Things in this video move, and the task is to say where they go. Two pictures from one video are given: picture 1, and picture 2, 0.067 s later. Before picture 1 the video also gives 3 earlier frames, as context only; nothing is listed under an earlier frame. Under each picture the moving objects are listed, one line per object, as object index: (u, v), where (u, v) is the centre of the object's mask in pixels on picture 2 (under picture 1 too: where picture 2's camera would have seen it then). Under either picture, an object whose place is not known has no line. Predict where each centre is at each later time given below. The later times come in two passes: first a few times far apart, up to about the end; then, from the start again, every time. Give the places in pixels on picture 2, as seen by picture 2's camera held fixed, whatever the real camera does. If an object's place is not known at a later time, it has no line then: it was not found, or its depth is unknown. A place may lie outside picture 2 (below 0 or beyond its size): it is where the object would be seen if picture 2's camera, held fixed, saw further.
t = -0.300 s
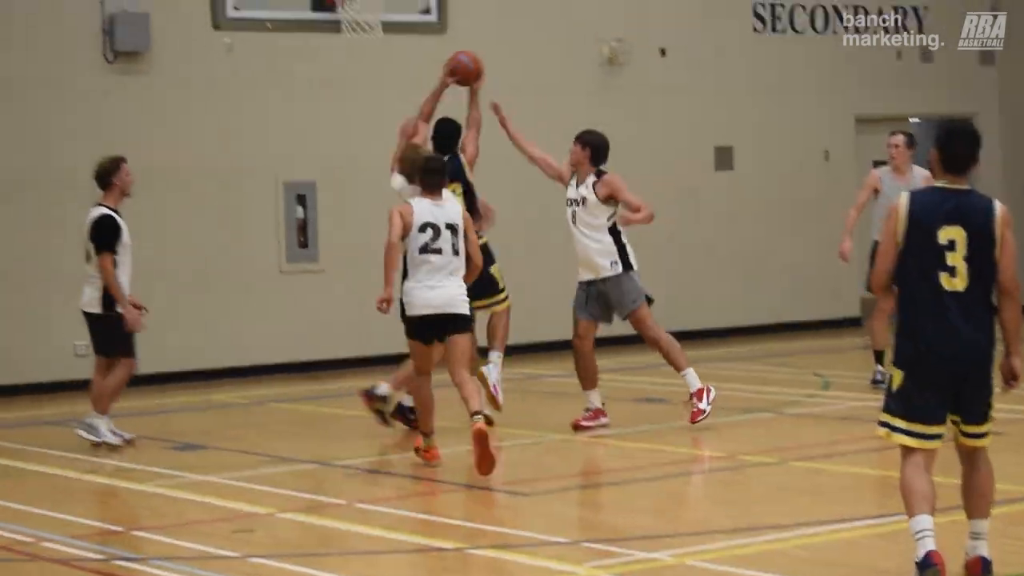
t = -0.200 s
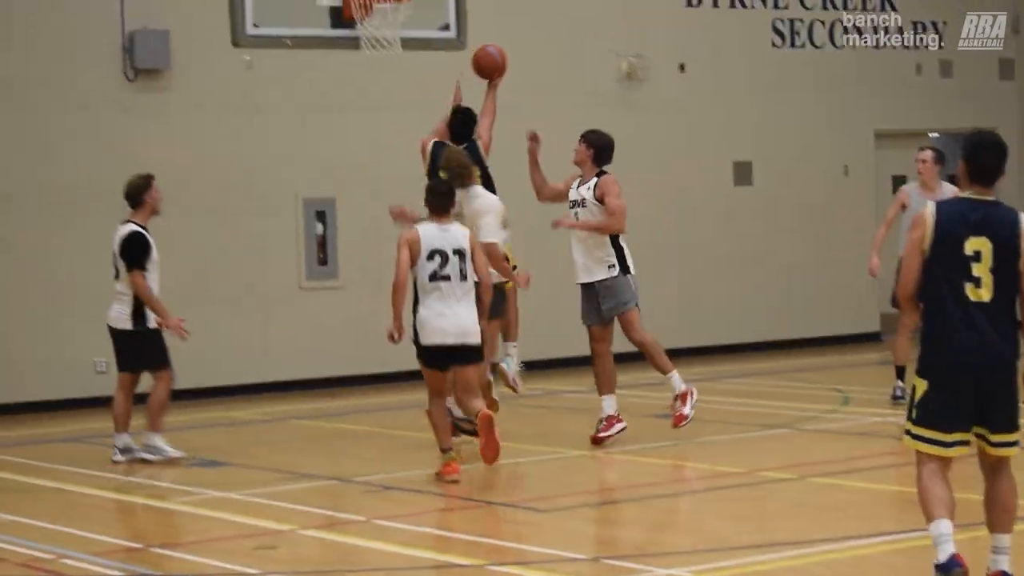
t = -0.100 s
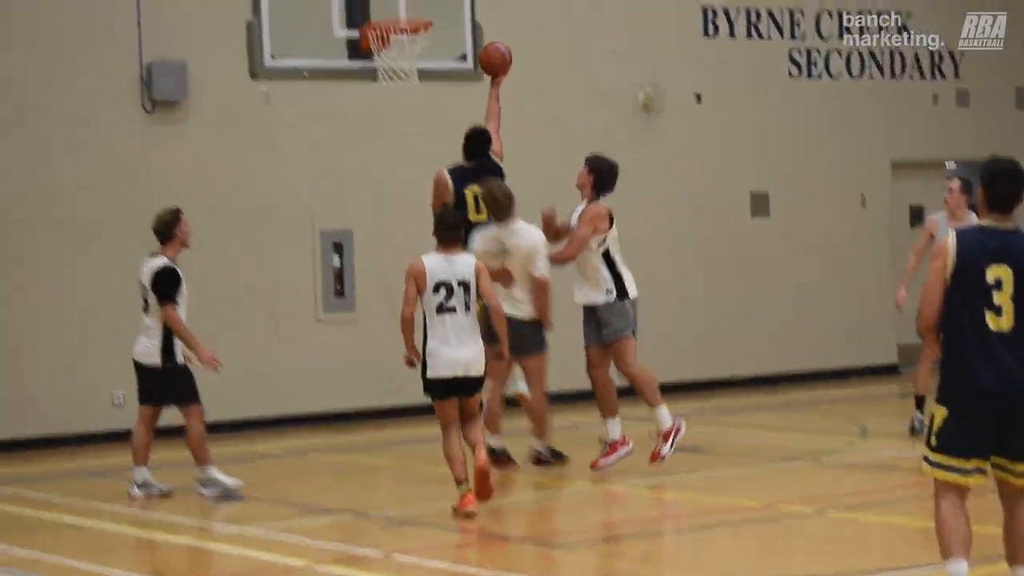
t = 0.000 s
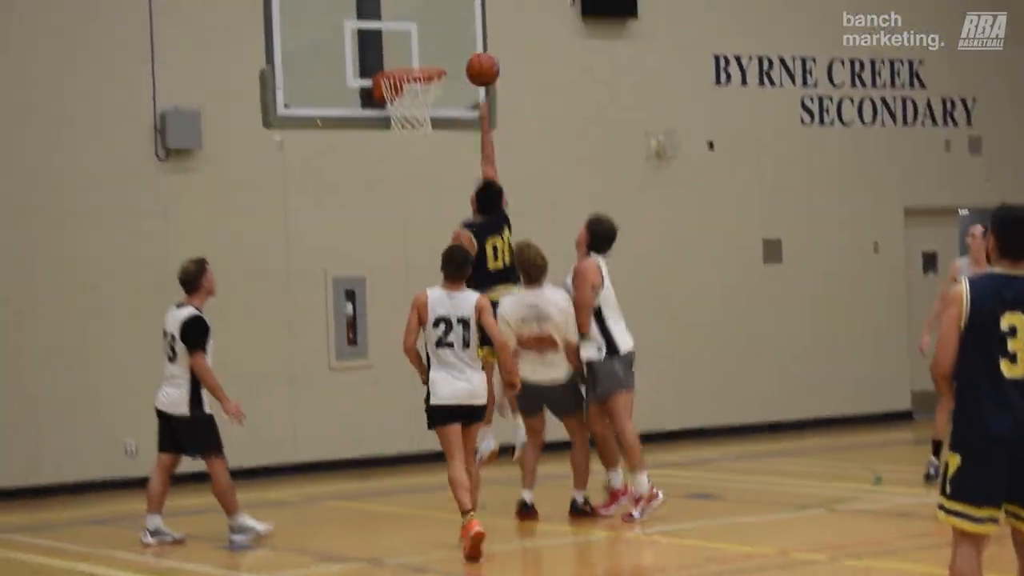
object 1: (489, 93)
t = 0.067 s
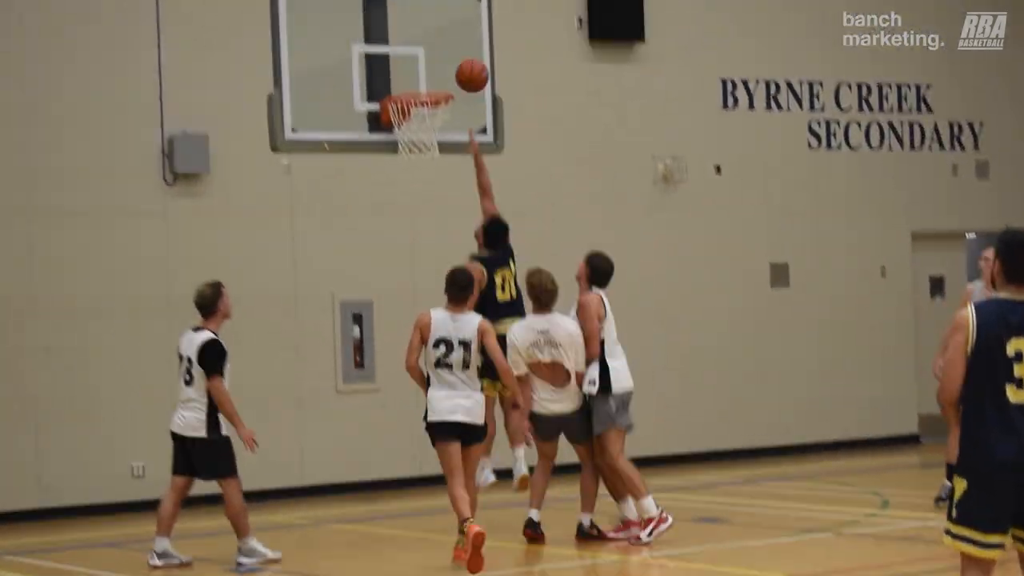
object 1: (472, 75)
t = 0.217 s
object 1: (434, 59)
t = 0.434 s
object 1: (439, 75)
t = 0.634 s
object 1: (417, 95)
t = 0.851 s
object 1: (424, 131)
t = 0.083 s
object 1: (468, 72)
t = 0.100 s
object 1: (463, 69)
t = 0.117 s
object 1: (459, 66)
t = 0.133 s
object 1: (455, 64)
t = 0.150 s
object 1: (451, 62)
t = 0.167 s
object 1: (446, 61)
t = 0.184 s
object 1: (442, 59)
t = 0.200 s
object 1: (438, 59)
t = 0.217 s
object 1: (434, 59)
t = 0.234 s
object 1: (430, 58)
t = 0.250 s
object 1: (430, 57)
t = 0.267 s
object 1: (431, 57)
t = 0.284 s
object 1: (432, 57)
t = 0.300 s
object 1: (433, 58)
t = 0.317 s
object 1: (433, 58)
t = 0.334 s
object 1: (434, 60)
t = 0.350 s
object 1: (435, 61)
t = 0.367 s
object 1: (436, 63)
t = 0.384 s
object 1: (437, 66)
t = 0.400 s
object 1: (438, 69)
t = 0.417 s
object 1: (439, 72)
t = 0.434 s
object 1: (439, 75)
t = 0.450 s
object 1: (440, 79)
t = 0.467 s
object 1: (441, 81)
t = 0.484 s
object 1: (441, 84)
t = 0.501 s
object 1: (439, 84)
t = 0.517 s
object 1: (435, 84)
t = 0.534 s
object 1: (432, 84)
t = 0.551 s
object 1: (429, 84)
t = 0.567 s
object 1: (426, 85)
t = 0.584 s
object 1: (423, 86)
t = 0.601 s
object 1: (420, 87)
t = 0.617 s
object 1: (416, 88)
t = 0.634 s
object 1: (417, 95)
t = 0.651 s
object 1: (415, 99)
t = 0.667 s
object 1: (416, 100)
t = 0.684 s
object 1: (416, 101)
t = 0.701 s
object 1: (419, 102)
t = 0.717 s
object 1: (417, 107)
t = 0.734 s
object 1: (418, 112)
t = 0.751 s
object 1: (421, 113)
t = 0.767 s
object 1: (418, 114)
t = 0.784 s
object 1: (419, 117)
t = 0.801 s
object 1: (420, 119)
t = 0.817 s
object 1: (419, 126)
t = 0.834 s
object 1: (422, 130)
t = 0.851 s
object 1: (424, 131)
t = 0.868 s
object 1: (423, 135)
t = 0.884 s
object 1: (423, 137)
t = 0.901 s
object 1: (424, 140)
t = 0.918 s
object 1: (426, 142)
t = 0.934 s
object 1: (426, 145)
